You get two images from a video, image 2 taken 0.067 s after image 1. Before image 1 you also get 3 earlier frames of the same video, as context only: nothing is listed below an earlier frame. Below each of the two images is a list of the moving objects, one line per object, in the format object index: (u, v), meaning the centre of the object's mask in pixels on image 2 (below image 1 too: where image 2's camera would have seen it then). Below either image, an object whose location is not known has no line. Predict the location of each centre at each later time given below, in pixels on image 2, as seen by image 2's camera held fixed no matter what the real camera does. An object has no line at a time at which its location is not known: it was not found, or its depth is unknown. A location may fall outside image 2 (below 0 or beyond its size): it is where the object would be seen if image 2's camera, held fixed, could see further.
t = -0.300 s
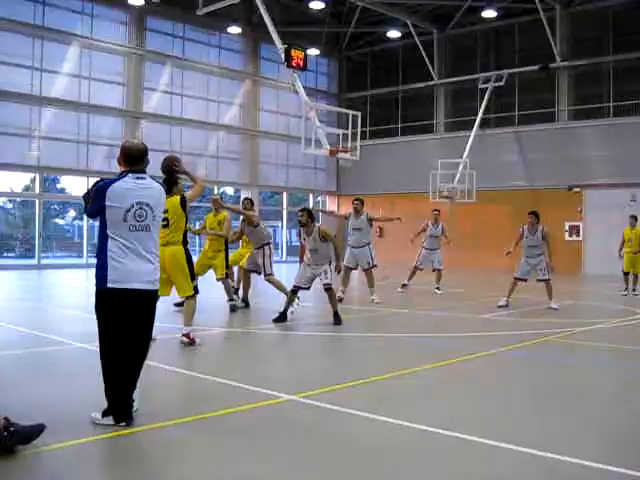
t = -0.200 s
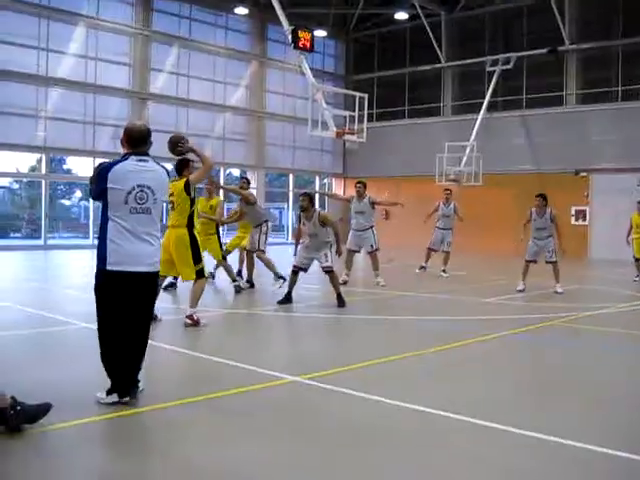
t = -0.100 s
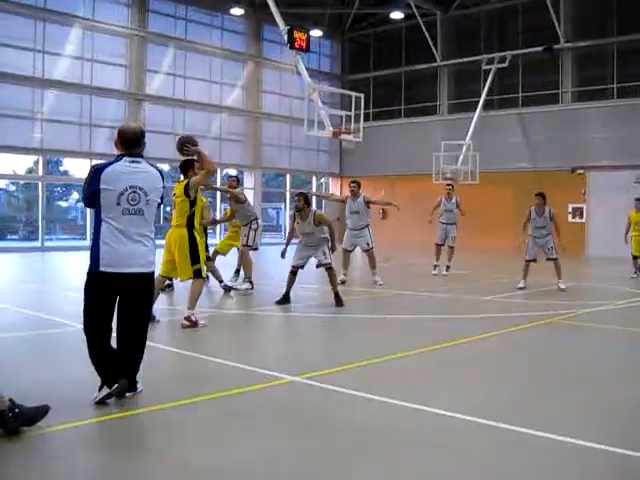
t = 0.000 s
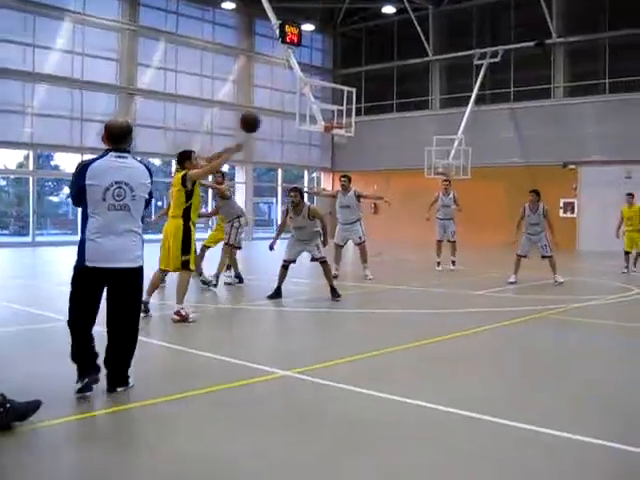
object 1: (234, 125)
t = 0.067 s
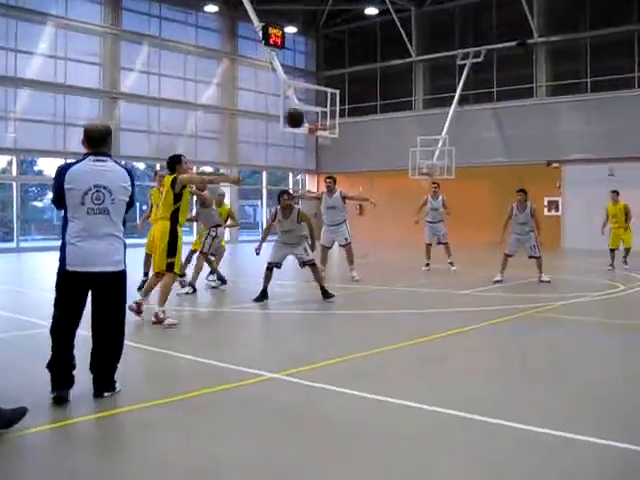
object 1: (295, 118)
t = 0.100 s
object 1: (325, 116)
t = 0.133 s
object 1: (355, 115)
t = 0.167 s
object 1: (384, 115)
